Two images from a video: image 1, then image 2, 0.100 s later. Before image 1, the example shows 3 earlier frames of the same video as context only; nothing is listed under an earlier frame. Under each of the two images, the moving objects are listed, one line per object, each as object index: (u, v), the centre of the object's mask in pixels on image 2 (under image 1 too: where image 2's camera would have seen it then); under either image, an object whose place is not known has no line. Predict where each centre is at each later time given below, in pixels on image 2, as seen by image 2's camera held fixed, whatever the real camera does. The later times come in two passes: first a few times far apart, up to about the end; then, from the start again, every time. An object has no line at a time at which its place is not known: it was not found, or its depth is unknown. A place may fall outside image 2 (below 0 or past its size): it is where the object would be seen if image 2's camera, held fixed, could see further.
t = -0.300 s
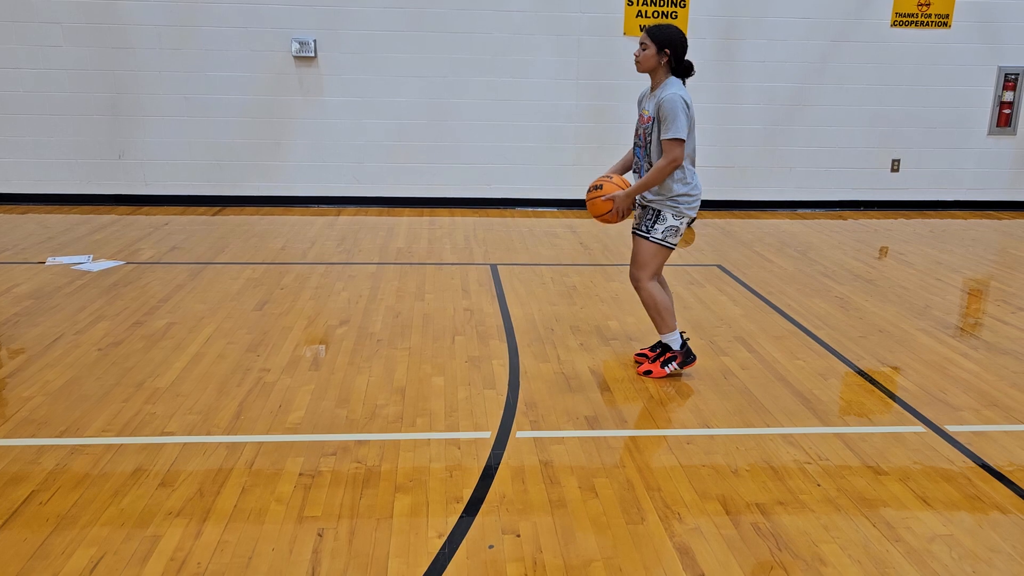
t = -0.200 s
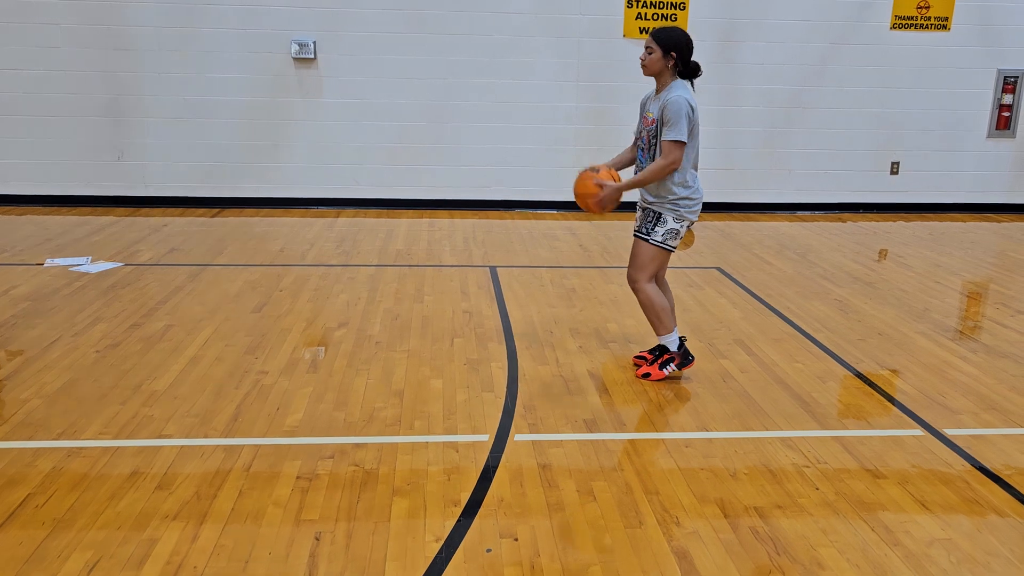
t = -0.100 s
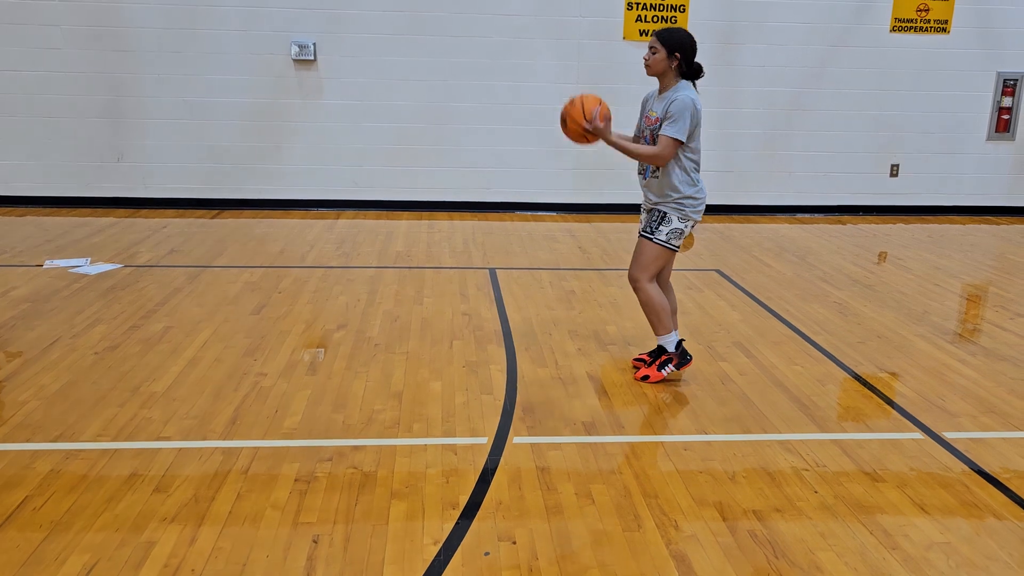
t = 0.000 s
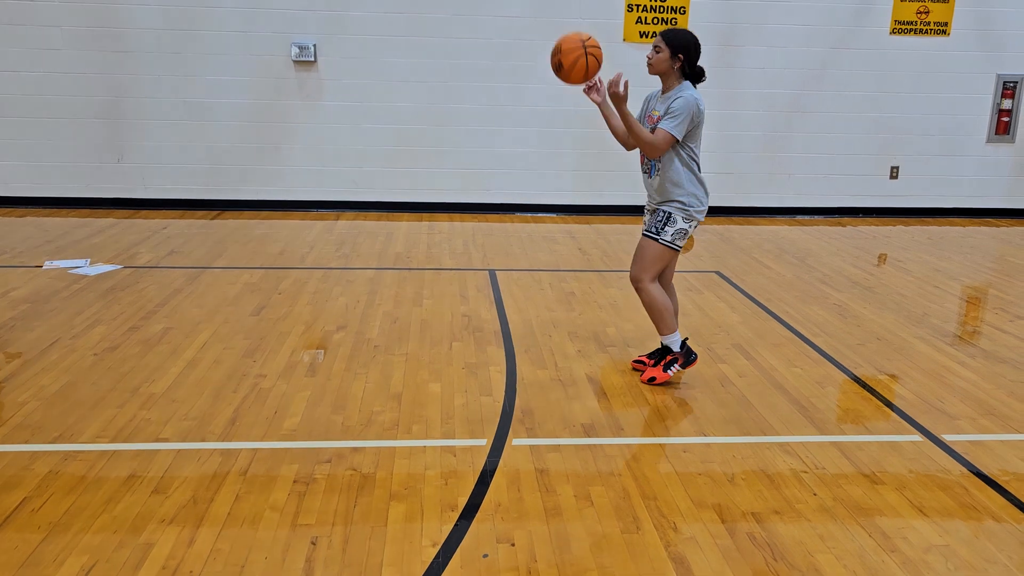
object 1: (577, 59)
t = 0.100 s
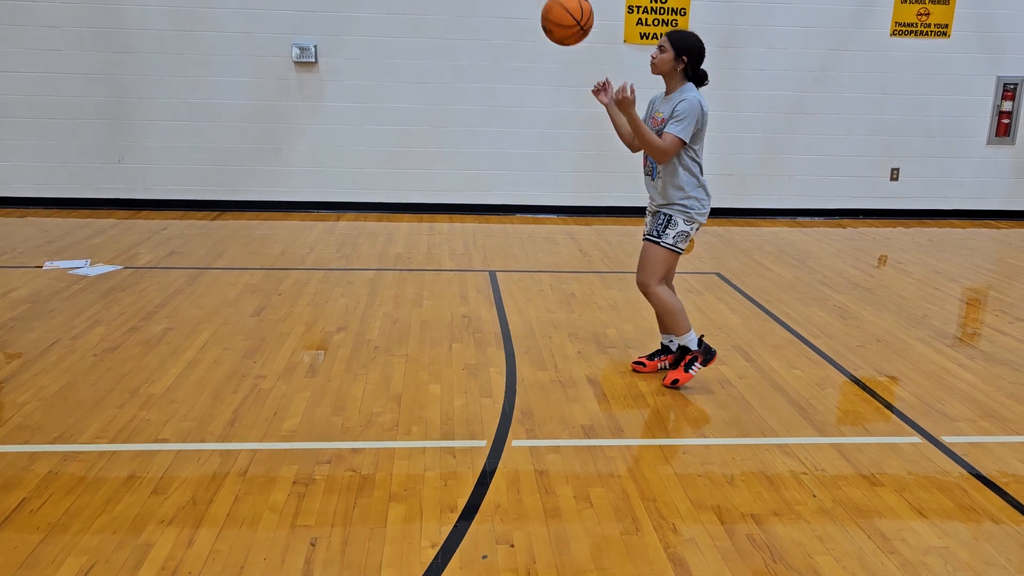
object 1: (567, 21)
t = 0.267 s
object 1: (548, 11)
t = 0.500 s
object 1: (519, 81)
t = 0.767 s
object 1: (482, 312)
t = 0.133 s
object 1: (563, 16)
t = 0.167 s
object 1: (560, 13)
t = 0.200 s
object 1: (556, 11)
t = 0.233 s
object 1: (552, 11)
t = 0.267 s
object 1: (548, 11)
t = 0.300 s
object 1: (544, 13)
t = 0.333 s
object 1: (541, 16)
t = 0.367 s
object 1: (537, 21)
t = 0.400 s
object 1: (533, 31)
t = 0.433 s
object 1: (528, 45)
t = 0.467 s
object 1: (524, 62)
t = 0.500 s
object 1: (519, 81)
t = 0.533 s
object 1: (515, 103)
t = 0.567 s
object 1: (510, 126)
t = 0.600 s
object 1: (506, 153)
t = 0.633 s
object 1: (501, 182)
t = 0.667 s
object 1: (496, 211)
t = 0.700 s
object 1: (491, 243)
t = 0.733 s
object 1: (487, 276)
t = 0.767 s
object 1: (482, 312)
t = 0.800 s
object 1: (477, 348)
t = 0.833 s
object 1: (481, 340)
